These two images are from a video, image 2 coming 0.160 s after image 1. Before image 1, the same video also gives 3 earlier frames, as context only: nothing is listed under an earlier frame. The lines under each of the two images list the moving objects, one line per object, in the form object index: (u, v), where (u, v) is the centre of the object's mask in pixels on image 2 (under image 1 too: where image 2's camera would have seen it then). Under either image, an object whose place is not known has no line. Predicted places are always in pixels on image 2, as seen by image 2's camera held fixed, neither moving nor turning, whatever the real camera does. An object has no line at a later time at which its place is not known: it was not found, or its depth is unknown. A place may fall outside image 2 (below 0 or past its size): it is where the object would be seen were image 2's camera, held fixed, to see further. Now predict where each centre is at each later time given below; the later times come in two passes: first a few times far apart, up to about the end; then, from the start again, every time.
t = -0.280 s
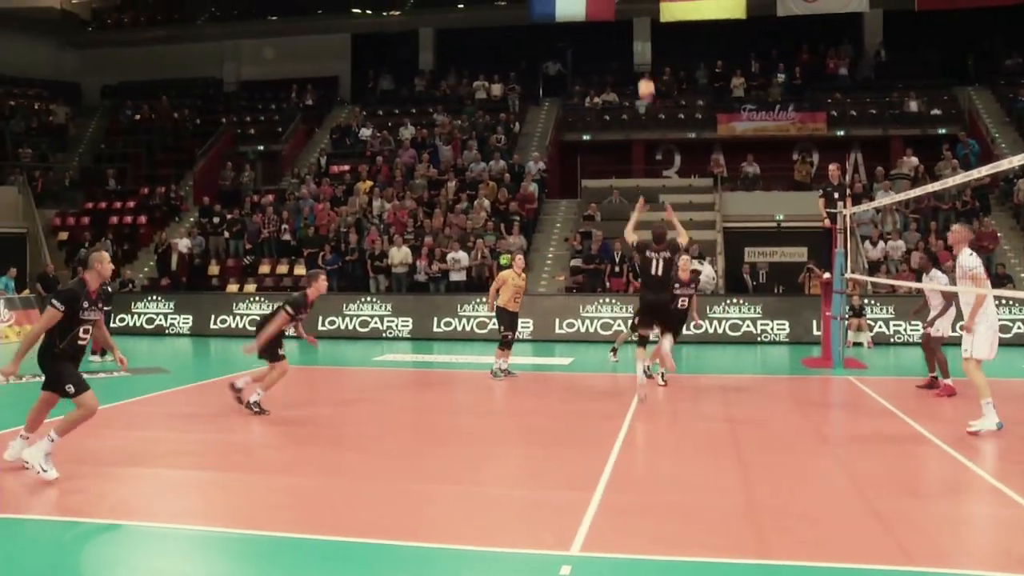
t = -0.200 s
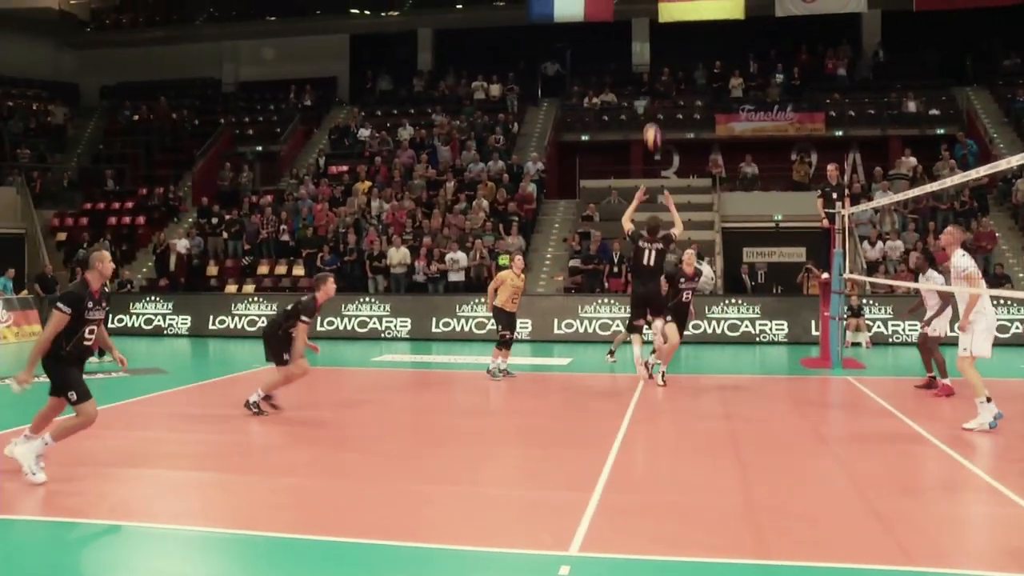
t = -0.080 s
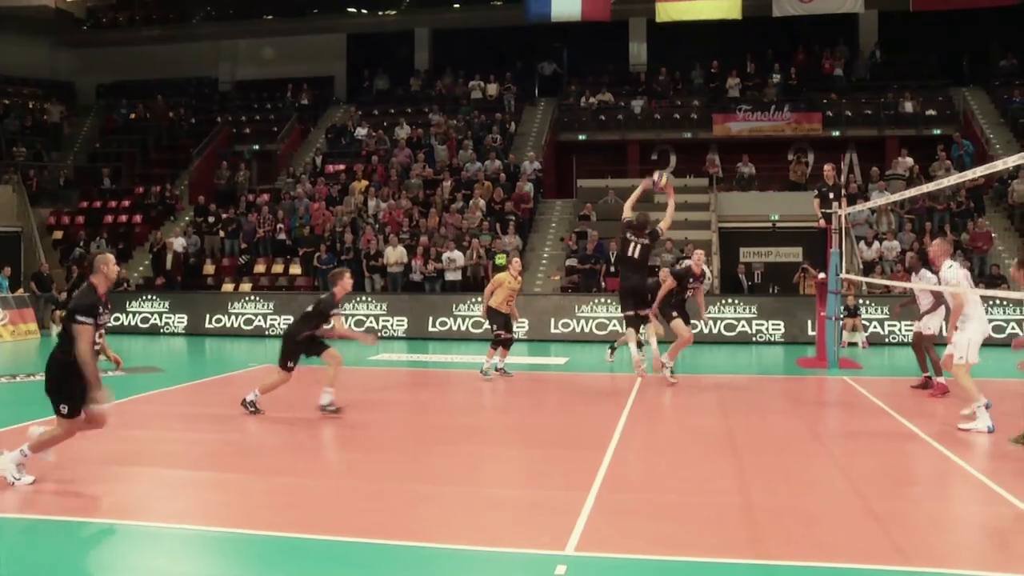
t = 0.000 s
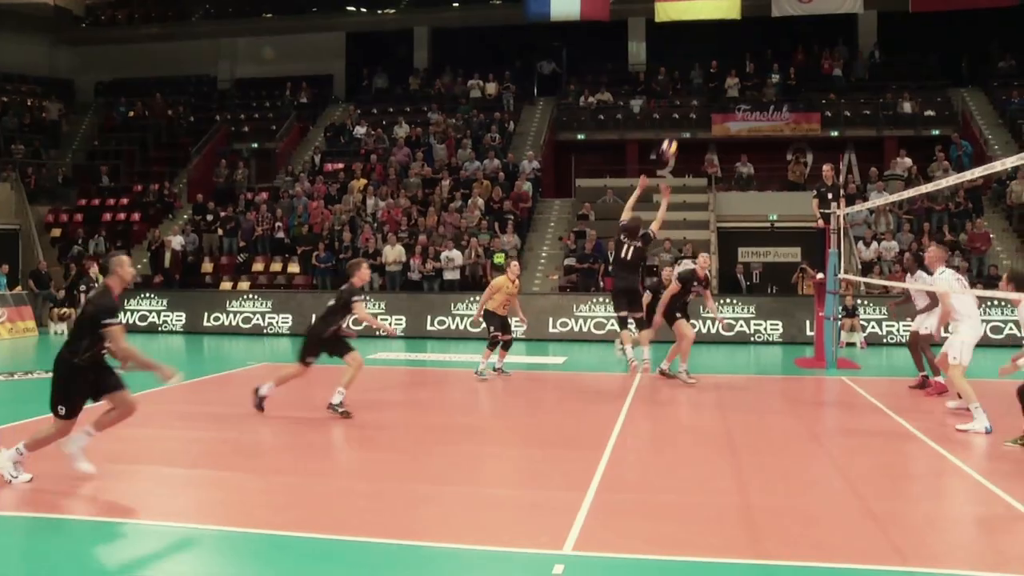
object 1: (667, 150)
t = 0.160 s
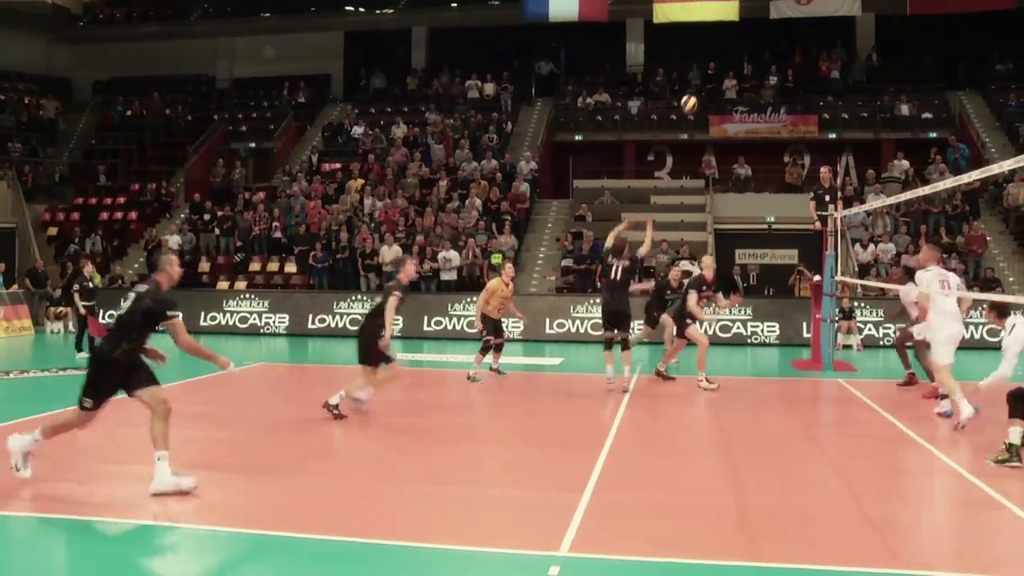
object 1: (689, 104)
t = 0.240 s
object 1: (698, 90)
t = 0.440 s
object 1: (715, 76)
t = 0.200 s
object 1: (693, 97)
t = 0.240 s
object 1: (698, 90)
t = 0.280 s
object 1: (702, 85)
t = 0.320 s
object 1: (706, 81)
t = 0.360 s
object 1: (709, 79)
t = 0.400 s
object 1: (712, 77)
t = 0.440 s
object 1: (715, 76)
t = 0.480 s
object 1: (718, 76)
